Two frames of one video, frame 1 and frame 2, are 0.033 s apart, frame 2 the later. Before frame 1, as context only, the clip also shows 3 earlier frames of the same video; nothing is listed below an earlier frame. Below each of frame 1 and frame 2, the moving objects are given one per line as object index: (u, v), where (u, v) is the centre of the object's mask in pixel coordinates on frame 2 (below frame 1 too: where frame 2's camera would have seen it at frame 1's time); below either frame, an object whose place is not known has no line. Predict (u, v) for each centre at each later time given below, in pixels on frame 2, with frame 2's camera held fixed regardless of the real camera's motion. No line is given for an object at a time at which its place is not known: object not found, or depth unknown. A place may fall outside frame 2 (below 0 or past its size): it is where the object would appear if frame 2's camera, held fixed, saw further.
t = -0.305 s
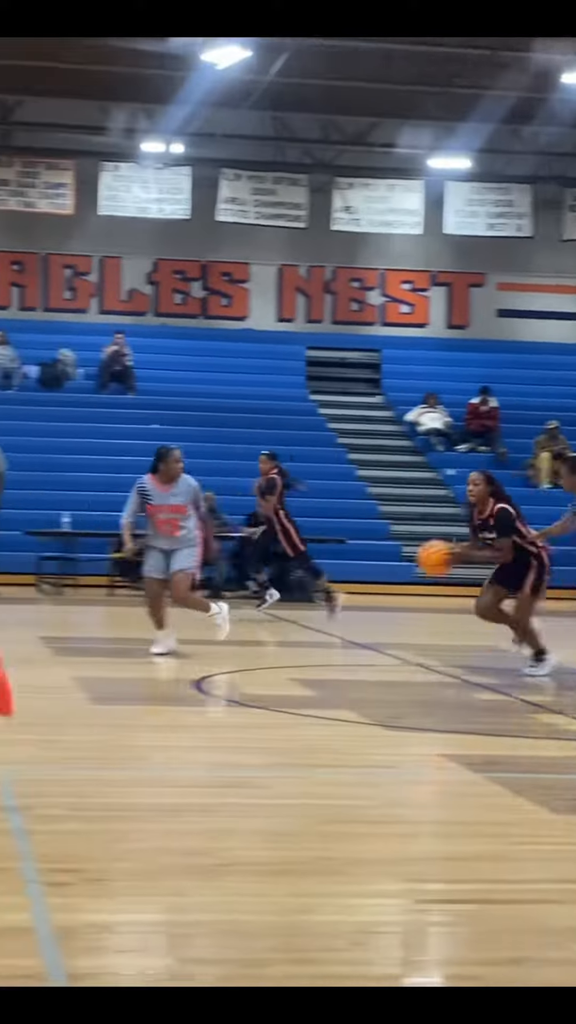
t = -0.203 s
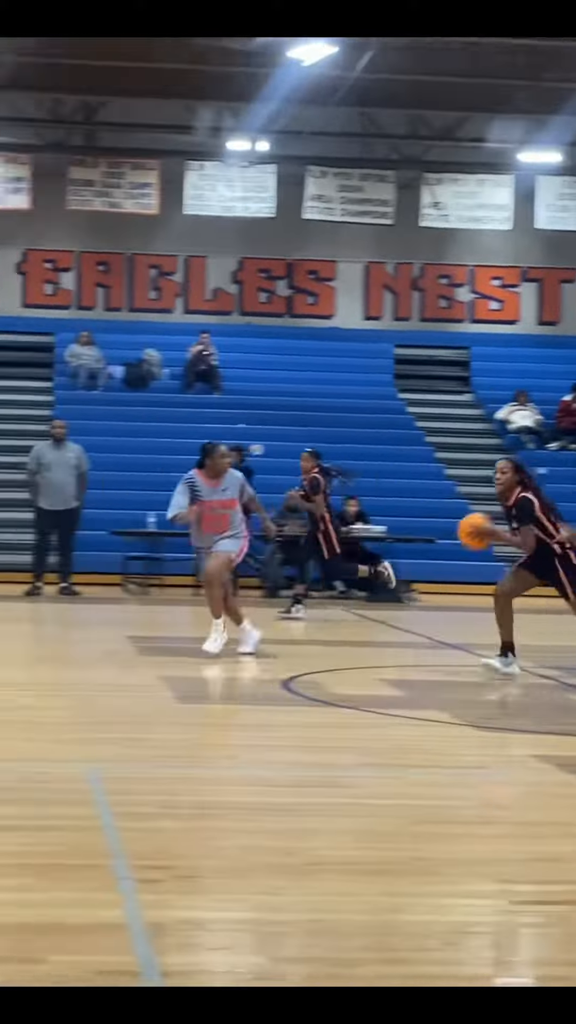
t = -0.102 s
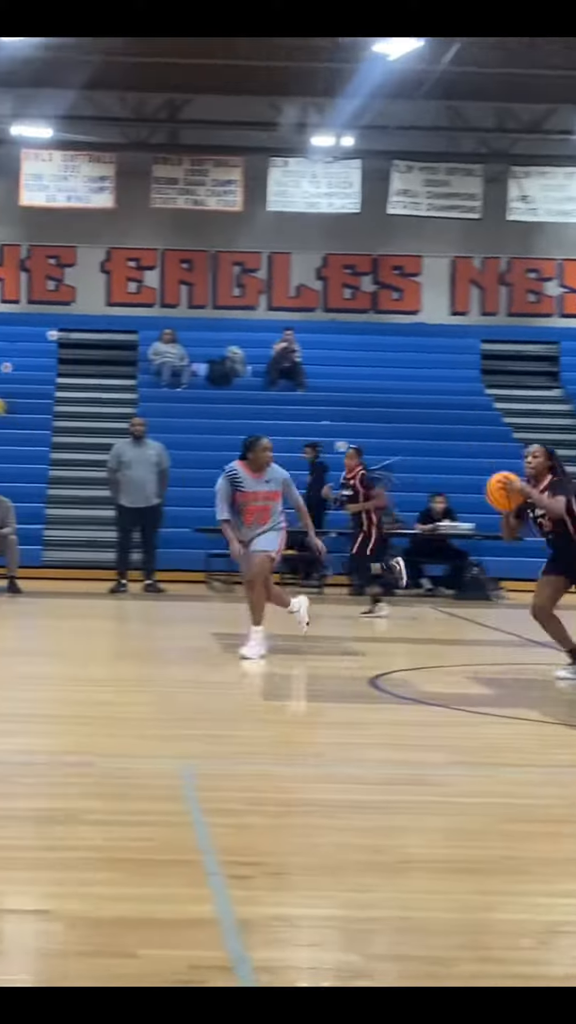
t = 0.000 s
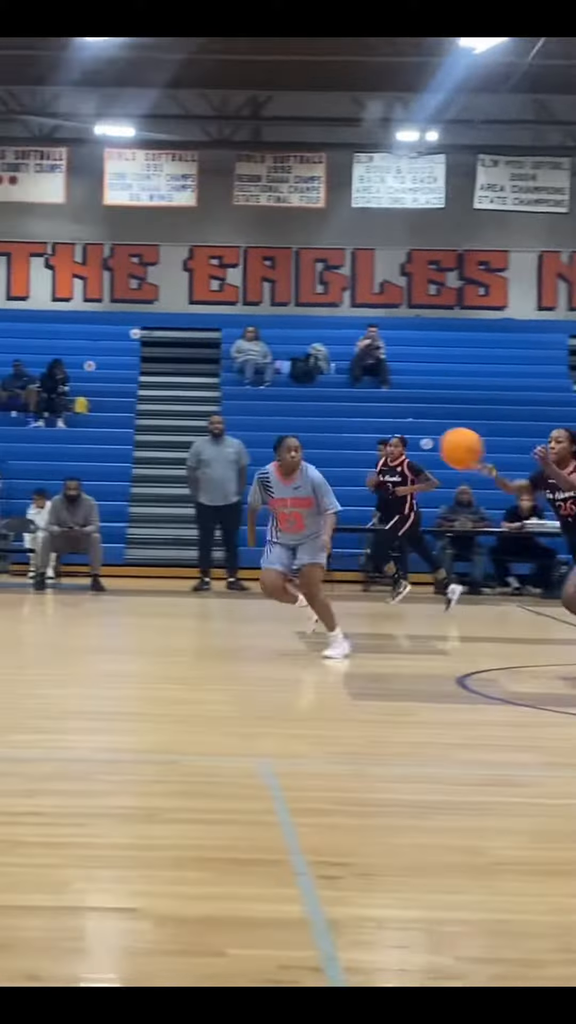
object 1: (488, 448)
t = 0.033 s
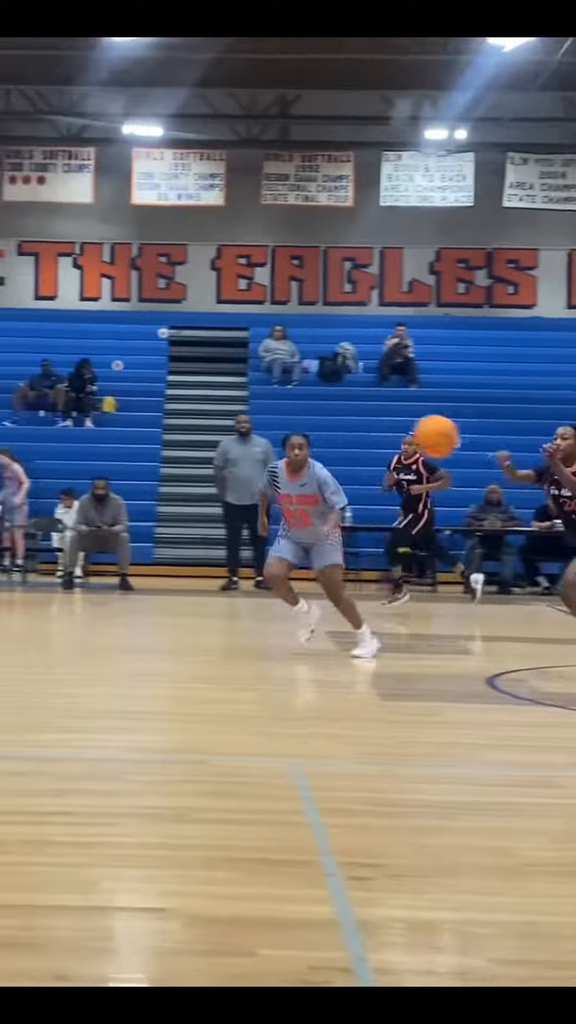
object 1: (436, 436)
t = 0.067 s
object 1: (381, 426)
